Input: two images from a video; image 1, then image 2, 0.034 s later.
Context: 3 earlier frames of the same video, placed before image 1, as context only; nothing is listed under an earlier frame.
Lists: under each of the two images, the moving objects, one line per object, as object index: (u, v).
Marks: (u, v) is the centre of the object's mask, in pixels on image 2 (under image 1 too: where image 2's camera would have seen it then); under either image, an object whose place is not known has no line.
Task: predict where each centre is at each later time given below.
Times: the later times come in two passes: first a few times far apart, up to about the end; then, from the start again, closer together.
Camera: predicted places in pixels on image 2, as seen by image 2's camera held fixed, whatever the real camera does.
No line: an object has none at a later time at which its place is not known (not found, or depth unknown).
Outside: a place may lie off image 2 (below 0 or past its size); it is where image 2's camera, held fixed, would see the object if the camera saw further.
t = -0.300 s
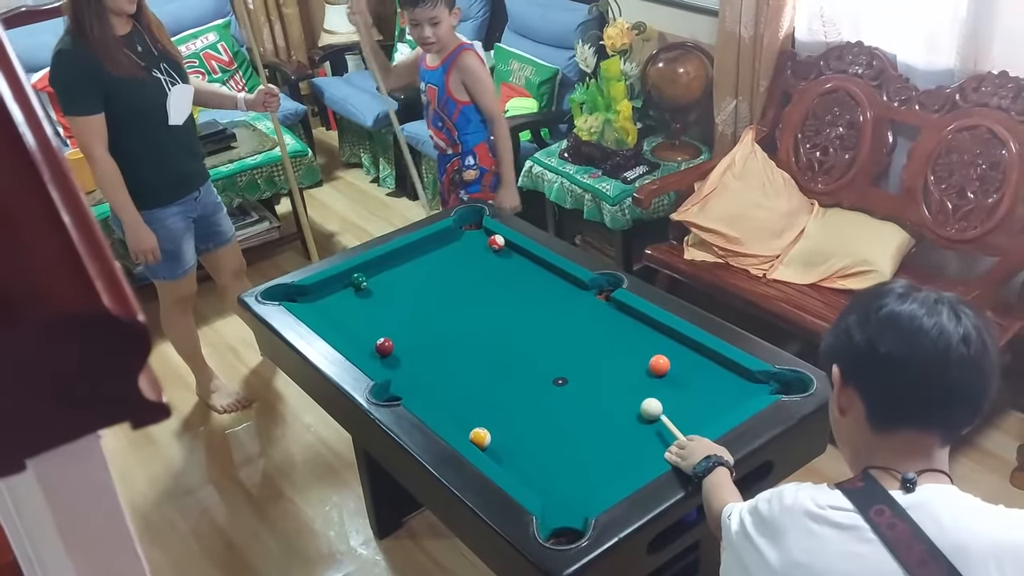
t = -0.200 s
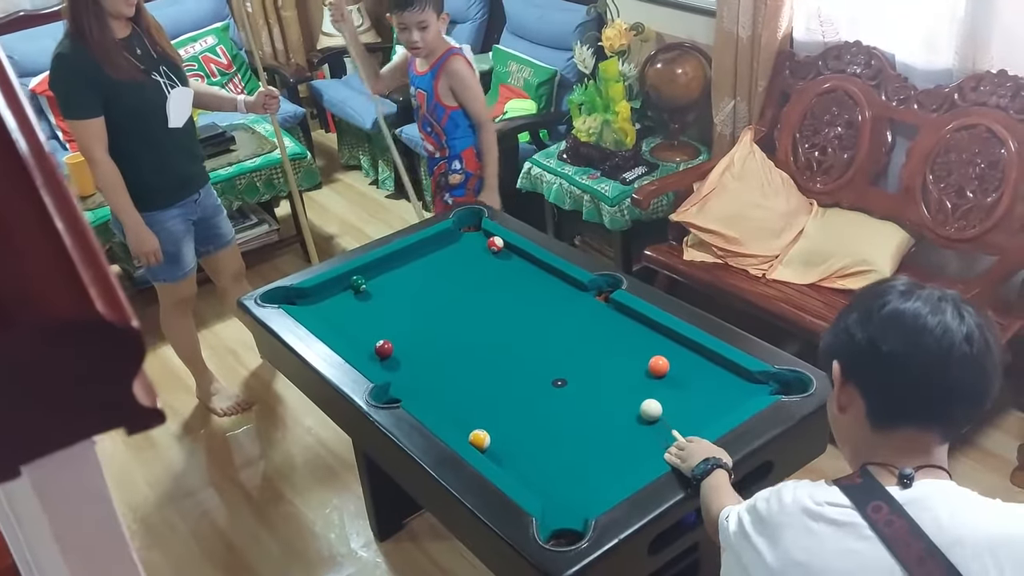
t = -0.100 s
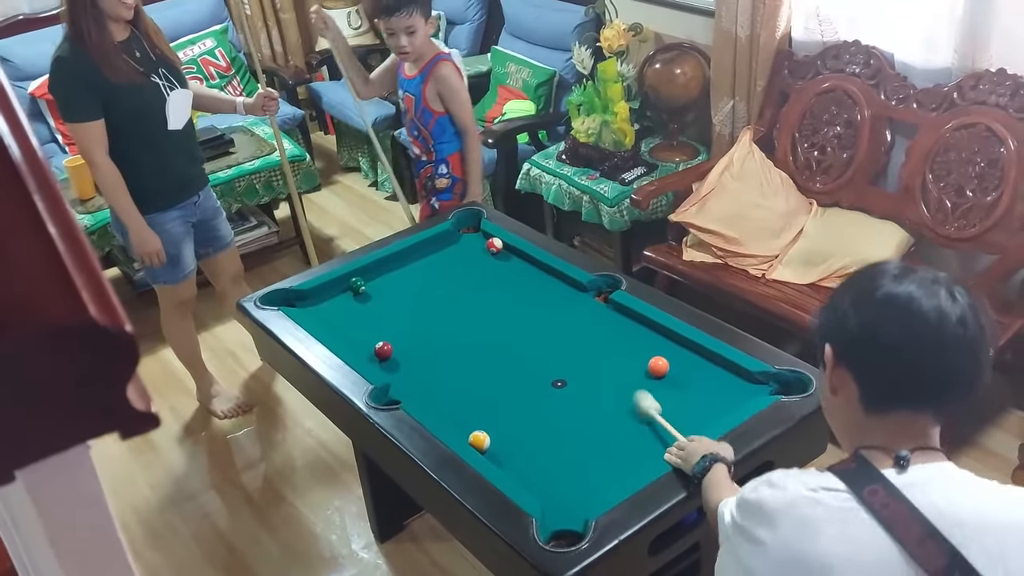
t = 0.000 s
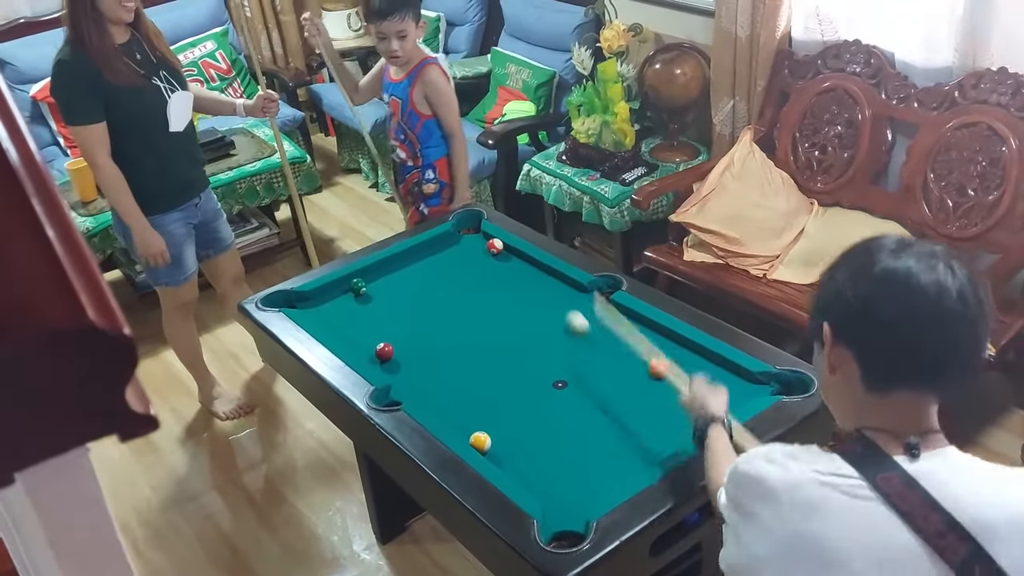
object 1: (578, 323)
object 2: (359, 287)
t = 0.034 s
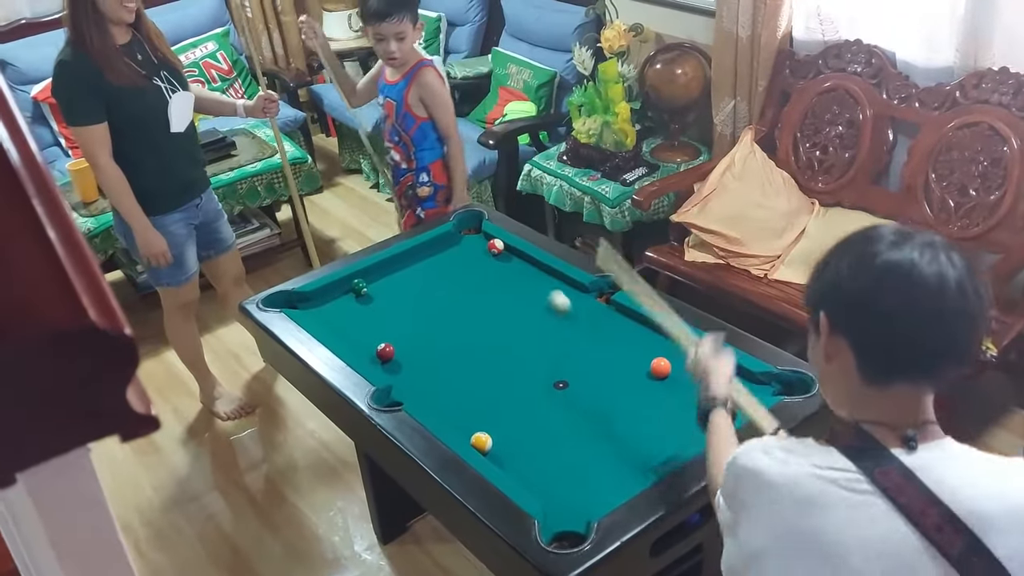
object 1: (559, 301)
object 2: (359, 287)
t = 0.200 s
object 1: (479, 258)
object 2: (359, 287)
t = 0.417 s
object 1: (408, 269)
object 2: (359, 287)
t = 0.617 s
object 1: (355, 279)
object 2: (357, 292)
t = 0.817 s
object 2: (347, 310)
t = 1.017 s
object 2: (340, 332)
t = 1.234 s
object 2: (355, 336)
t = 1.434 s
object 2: (371, 339)
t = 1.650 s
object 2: (384, 337)
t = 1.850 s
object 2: (398, 340)
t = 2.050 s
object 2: (409, 340)
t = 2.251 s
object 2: (418, 343)
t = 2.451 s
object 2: (425, 343)
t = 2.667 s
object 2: (430, 343)
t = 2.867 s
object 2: (432, 342)
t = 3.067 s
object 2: (433, 342)
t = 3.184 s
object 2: (433, 342)
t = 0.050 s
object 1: (550, 291)
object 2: (359, 287)
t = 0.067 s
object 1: (542, 282)
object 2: (359, 287)
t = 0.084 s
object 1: (534, 271)
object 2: (359, 287)
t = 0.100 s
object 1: (527, 263)
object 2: (359, 288)
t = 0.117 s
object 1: (518, 257)
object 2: (359, 287)
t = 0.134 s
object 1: (506, 254)
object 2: (359, 287)
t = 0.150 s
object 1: (497, 253)
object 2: (359, 287)
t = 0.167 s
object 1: (491, 255)
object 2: (359, 287)
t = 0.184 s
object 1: (485, 257)
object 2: (359, 287)
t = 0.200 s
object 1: (479, 258)
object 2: (359, 287)
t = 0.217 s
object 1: (474, 260)
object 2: (359, 287)
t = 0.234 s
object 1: (468, 261)
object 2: (359, 287)
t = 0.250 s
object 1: (462, 262)
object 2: (359, 287)
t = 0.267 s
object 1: (456, 263)
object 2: (359, 287)
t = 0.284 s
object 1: (451, 264)
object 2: (359, 287)
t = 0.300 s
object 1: (446, 265)
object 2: (359, 287)
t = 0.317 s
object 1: (440, 265)
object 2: (359, 287)
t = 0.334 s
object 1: (435, 265)
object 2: (359, 287)
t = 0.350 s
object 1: (430, 266)
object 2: (359, 287)
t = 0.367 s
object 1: (425, 267)
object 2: (359, 287)
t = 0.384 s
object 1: (419, 268)
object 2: (359, 287)
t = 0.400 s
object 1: (413, 268)
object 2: (359, 287)
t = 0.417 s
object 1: (408, 269)
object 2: (359, 287)
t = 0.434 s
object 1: (403, 270)
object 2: (359, 287)
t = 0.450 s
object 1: (398, 270)
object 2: (359, 288)
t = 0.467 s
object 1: (393, 270)
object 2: (359, 287)
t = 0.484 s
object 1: (387, 271)
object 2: (359, 288)
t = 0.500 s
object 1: (382, 272)
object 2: (359, 287)
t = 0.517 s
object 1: (376, 273)
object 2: (358, 287)
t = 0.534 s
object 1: (371, 273)
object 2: (359, 288)
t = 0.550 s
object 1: (367, 273)
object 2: (359, 288)
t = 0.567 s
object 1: (364, 275)
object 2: (359, 288)
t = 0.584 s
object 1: (361, 276)
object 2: (358, 289)
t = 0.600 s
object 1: (358, 277)
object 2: (358, 290)
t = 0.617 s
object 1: (355, 279)
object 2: (357, 292)
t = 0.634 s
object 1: (353, 280)
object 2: (356, 294)
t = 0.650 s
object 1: (350, 281)
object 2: (355, 295)
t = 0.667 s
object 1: (348, 282)
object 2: (355, 298)
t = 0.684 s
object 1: (346, 283)
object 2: (354, 299)
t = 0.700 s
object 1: (344, 285)
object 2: (354, 300)
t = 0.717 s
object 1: (341, 286)
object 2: (353, 301)
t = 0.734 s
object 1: (339, 287)
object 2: (352, 303)
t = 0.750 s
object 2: (350, 304)
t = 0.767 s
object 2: (350, 307)
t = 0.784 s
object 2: (349, 308)
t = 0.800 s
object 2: (348, 309)
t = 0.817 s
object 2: (347, 310)
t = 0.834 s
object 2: (348, 314)
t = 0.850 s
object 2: (347, 316)
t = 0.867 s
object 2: (346, 318)
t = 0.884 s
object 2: (346, 319)
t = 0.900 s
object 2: (345, 321)
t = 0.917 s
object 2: (345, 323)
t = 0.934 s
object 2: (344, 324)
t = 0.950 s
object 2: (343, 326)
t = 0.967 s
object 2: (342, 328)
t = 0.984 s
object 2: (341, 329)
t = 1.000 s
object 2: (340, 331)
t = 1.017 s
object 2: (340, 332)
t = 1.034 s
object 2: (340, 333)
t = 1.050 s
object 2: (340, 334)
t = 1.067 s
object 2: (341, 334)
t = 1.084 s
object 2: (342, 335)
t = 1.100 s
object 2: (343, 335)
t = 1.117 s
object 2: (344, 335)
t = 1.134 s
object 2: (346, 336)
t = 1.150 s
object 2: (347, 336)
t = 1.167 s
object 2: (349, 336)
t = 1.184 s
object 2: (349, 336)
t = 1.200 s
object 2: (352, 337)
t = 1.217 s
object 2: (353, 336)
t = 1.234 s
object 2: (355, 336)
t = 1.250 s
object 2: (356, 337)
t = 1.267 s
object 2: (357, 337)
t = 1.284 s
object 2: (359, 337)
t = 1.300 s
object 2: (360, 337)
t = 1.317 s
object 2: (362, 338)
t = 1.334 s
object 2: (363, 338)
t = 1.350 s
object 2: (364, 338)
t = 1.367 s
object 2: (365, 339)
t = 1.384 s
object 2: (367, 339)
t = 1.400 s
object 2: (369, 339)
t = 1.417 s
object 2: (370, 339)
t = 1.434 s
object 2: (371, 339)
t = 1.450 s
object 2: (371, 339)
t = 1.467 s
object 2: (373, 339)
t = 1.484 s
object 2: (374, 338)
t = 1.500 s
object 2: (375, 338)
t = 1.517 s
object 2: (376, 338)
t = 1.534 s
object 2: (377, 338)
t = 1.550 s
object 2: (378, 338)
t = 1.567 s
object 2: (380, 337)
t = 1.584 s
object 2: (381, 337)
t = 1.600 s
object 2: (383, 337)
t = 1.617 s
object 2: (384, 337)
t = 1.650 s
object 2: (384, 337)
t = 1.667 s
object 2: (386, 336)
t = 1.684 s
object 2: (388, 337)
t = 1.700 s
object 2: (389, 337)
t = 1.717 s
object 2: (390, 337)
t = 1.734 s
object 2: (392, 338)
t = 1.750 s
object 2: (393, 338)
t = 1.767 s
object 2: (394, 338)
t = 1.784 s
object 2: (394, 338)
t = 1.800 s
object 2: (396, 339)
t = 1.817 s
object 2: (397, 340)
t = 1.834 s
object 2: (398, 340)
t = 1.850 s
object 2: (398, 340)
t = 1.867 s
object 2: (399, 341)
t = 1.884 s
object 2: (400, 341)
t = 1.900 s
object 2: (401, 341)
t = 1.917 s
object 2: (402, 340)
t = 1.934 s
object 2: (403, 341)
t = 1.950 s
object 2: (404, 341)
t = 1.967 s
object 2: (405, 341)
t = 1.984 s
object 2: (405, 341)
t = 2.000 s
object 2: (407, 341)
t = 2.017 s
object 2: (407, 340)
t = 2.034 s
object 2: (409, 340)
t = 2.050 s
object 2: (409, 340)
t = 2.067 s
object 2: (410, 342)
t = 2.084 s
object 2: (410, 341)
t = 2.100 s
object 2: (412, 342)
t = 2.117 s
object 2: (412, 342)
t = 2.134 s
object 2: (414, 343)
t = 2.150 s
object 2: (415, 342)
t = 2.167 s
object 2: (416, 343)
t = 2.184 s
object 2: (416, 343)
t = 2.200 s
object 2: (416, 342)
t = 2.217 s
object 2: (417, 343)
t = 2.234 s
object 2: (417, 343)
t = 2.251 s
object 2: (418, 343)
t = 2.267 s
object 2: (419, 343)
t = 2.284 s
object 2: (419, 343)
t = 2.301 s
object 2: (420, 343)
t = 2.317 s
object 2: (420, 343)
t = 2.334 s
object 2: (421, 343)
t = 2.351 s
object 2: (421, 343)
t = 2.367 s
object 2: (422, 343)
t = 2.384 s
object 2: (423, 343)
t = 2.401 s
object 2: (423, 343)
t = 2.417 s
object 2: (424, 343)
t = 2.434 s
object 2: (424, 343)
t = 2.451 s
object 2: (425, 343)
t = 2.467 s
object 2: (425, 343)
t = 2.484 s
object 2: (426, 343)
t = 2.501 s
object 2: (426, 343)
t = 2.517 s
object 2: (426, 343)
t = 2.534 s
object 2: (427, 343)
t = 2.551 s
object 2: (427, 342)
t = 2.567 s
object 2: (428, 342)
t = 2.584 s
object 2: (428, 343)
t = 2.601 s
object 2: (428, 343)
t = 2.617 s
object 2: (429, 343)
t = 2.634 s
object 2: (429, 343)
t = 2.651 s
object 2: (429, 343)
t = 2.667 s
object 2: (430, 343)
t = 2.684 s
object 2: (430, 343)
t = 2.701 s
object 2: (430, 343)
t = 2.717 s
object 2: (430, 343)
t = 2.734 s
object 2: (430, 342)
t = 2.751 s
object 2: (430, 343)
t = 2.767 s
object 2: (430, 343)
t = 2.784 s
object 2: (430, 343)
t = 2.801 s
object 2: (431, 342)
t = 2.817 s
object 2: (431, 342)
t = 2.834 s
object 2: (431, 342)
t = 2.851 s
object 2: (431, 342)
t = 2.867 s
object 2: (432, 342)
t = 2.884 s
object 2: (431, 343)
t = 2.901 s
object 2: (432, 342)
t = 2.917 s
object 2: (432, 342)
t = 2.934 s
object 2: (432, 342)
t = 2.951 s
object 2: (432, 342)
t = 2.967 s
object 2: (432, 342)
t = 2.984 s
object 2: (432, 342)
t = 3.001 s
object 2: (432, 342)
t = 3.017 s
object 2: (432, 342)
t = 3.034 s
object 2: (432, 342)
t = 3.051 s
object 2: (433, 341)
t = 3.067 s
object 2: (433, 342)
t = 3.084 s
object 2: (433, 342)
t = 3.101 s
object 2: (433, 342)
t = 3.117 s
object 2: (433, 342)
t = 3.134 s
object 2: (433, 342)
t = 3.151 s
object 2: (433, 342)
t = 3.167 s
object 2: (433, 342)
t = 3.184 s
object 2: (433, 342)
